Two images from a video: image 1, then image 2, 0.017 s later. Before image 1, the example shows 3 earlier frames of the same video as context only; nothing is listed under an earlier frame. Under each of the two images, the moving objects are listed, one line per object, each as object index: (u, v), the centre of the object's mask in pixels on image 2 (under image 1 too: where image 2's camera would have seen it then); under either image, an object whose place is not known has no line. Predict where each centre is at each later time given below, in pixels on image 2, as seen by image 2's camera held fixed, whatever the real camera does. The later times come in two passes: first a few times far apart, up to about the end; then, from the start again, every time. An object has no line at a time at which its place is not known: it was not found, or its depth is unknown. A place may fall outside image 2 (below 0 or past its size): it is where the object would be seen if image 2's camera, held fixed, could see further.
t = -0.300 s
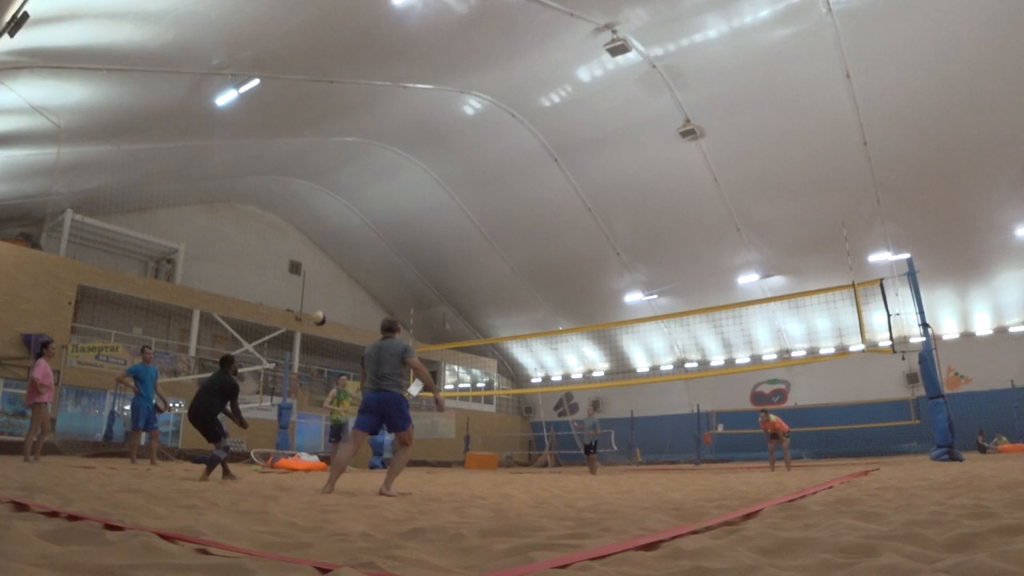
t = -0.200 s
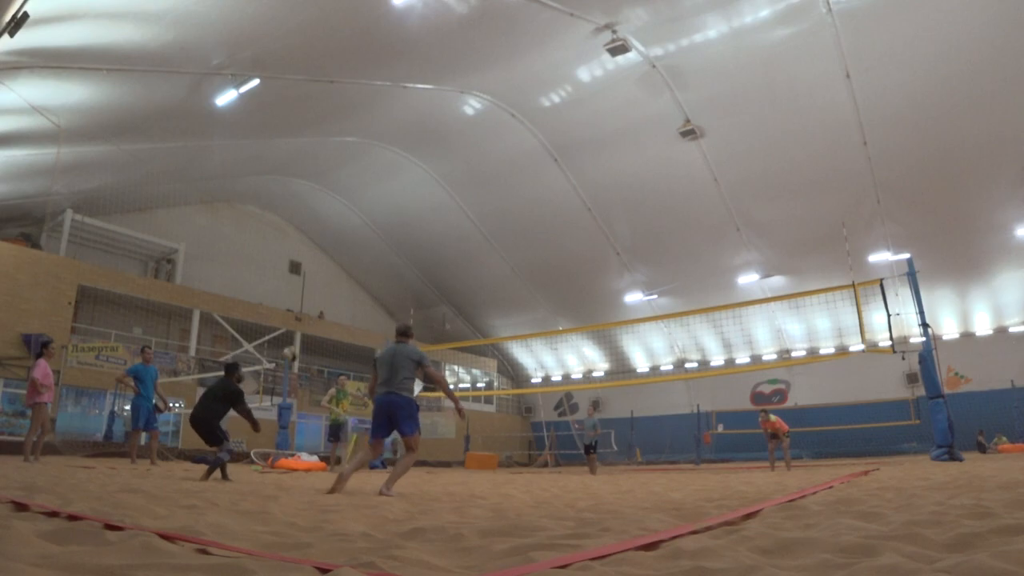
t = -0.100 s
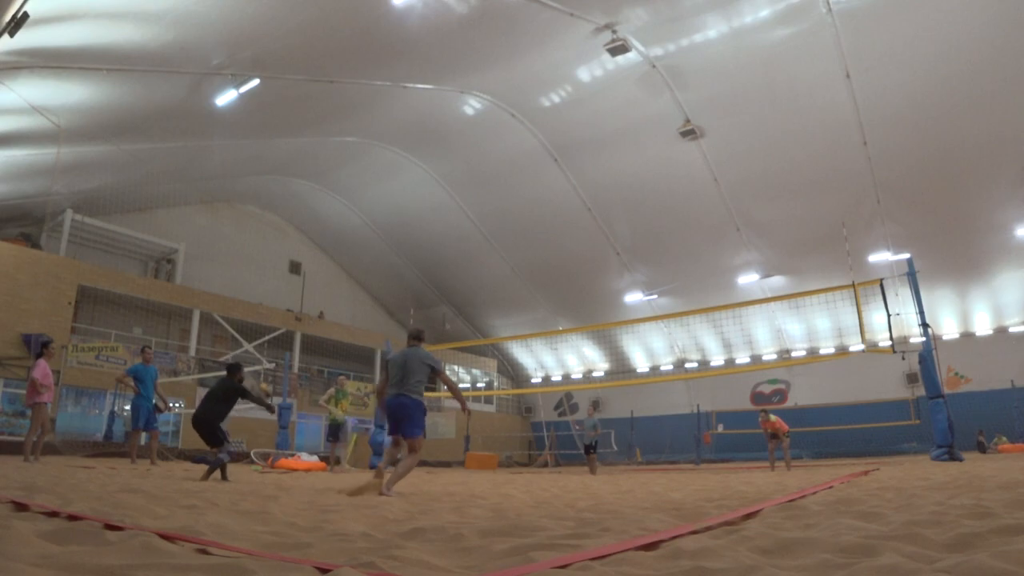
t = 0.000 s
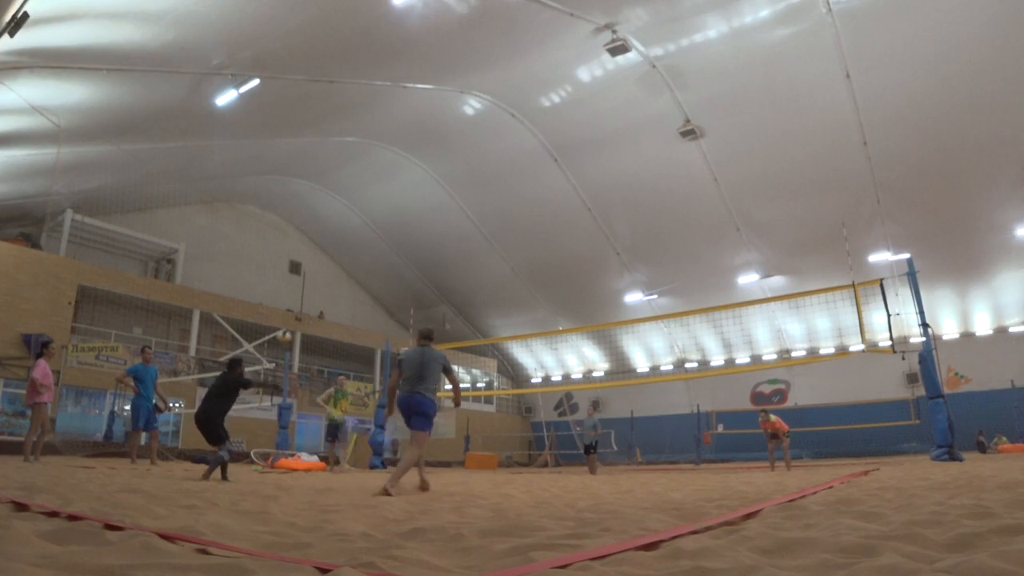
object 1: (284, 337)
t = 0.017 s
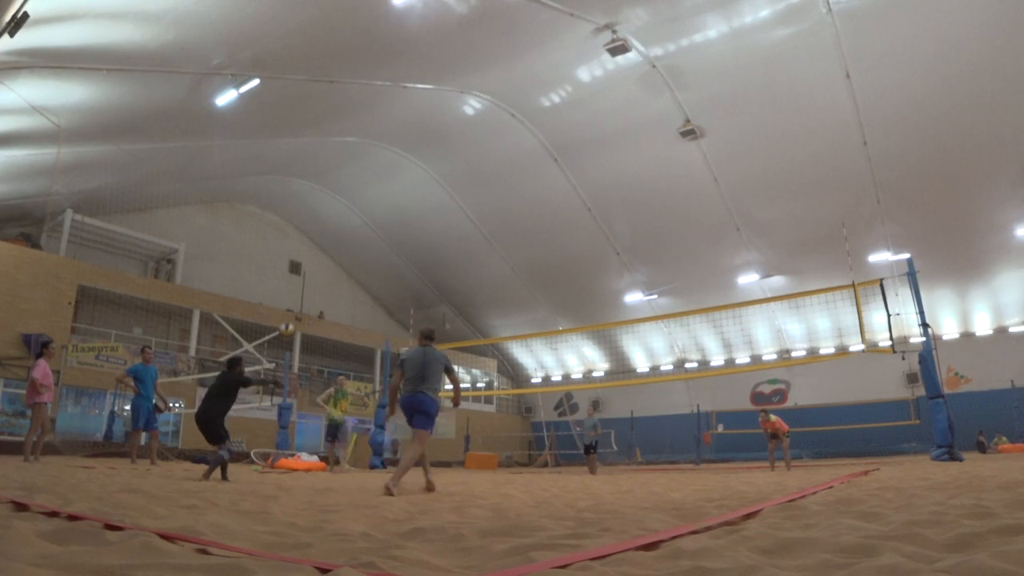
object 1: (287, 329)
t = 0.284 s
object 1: (331, 244)
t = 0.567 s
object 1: (368, 212)
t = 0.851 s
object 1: (399, 229)
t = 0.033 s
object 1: (290, 323)
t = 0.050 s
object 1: (292, 316)
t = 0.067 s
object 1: (296, 310)
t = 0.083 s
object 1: (299, 303)
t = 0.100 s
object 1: (302, 297)
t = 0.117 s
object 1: (304, 290)
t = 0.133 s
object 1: (308, 284)
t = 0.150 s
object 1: (310, 278)
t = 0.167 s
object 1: (313, 273)
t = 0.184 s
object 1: (316, 269)
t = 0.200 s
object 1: (318, 264)
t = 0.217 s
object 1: (320, 260)
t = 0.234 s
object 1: (323, 256)
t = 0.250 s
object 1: (326, 251)
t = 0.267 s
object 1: (328, 247)
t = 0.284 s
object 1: (331, 244)
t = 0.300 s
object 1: (333, 240)
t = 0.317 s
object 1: (335, 237)
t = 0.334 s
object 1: (337, 233)
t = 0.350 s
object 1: (339, 231)
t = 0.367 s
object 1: (342, 228)
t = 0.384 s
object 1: (344, 226)
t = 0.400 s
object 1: (346, 224)
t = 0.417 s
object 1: (349, 222)
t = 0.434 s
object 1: (351, 220)
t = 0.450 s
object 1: (353, 219)
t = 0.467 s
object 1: (356, 217)
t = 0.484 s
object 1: (358, 216)
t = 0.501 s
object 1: (360, 215)
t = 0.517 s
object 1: (362, 213)
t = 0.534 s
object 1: (364, 213)
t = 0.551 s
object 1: (366, 212)
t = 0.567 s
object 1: (368, 212)
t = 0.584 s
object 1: (370, 211)
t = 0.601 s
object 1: (372, 211)
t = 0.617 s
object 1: (374, 210)
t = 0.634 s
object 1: (376, 211)
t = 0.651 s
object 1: (378, 211)
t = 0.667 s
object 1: (380, 212)
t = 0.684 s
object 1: (382, 213)
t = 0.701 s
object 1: (383, 213)
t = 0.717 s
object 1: (385, 215)
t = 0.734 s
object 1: (387, 216)
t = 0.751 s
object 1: (389, 217)
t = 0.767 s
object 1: (391, 219)
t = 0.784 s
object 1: (392, 220)
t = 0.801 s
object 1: (394, 222)
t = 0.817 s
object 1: (396, 224)
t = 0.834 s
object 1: (397, 226)
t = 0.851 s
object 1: (399, 229)
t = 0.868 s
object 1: (401, 231)
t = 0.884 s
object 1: (403, 233)
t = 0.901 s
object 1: (404, 236)
